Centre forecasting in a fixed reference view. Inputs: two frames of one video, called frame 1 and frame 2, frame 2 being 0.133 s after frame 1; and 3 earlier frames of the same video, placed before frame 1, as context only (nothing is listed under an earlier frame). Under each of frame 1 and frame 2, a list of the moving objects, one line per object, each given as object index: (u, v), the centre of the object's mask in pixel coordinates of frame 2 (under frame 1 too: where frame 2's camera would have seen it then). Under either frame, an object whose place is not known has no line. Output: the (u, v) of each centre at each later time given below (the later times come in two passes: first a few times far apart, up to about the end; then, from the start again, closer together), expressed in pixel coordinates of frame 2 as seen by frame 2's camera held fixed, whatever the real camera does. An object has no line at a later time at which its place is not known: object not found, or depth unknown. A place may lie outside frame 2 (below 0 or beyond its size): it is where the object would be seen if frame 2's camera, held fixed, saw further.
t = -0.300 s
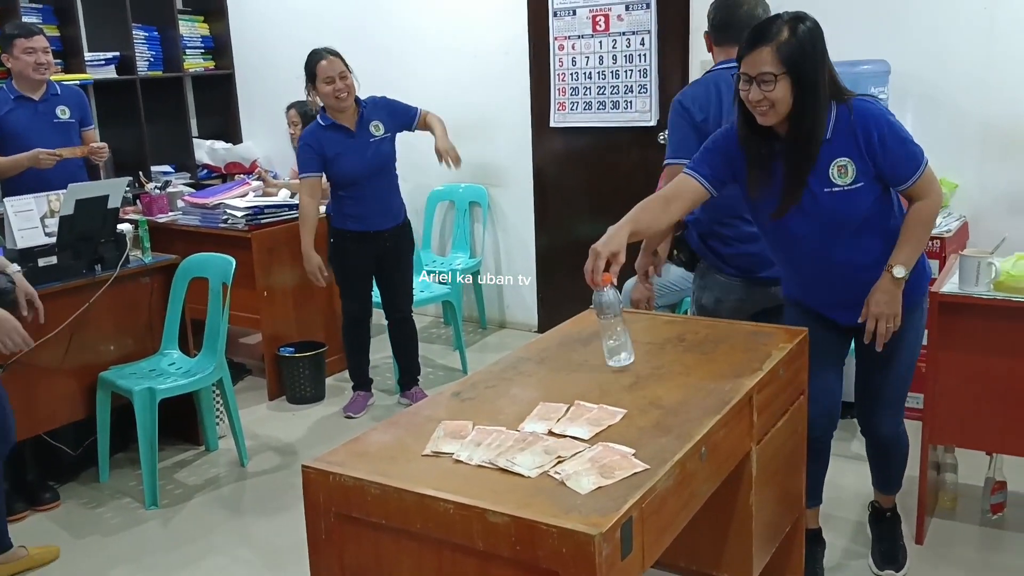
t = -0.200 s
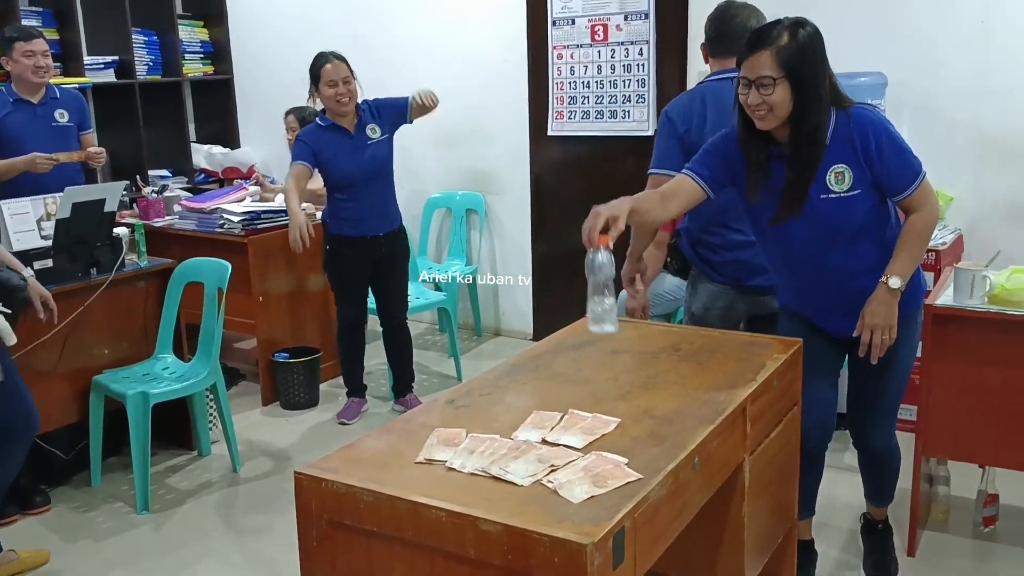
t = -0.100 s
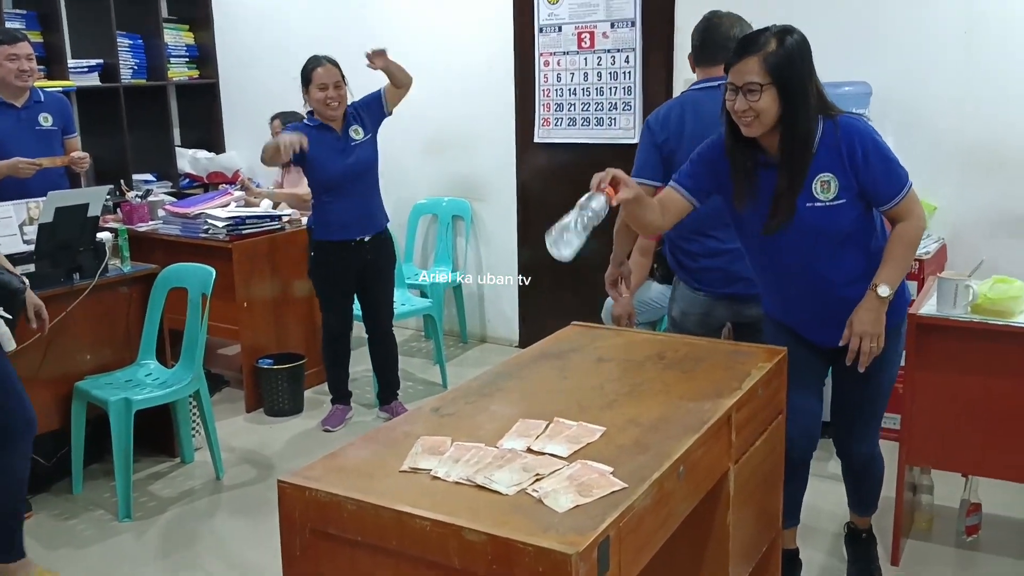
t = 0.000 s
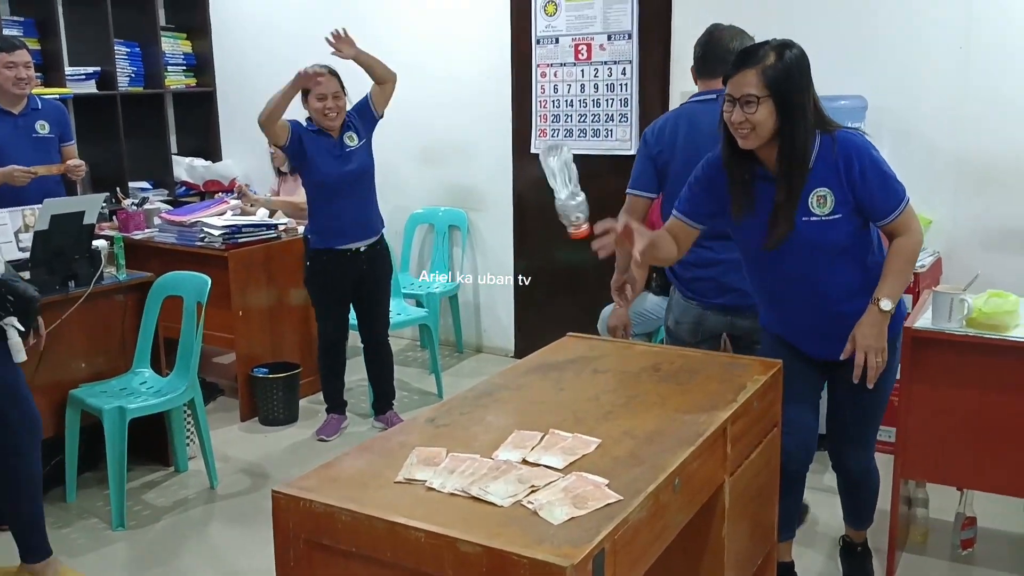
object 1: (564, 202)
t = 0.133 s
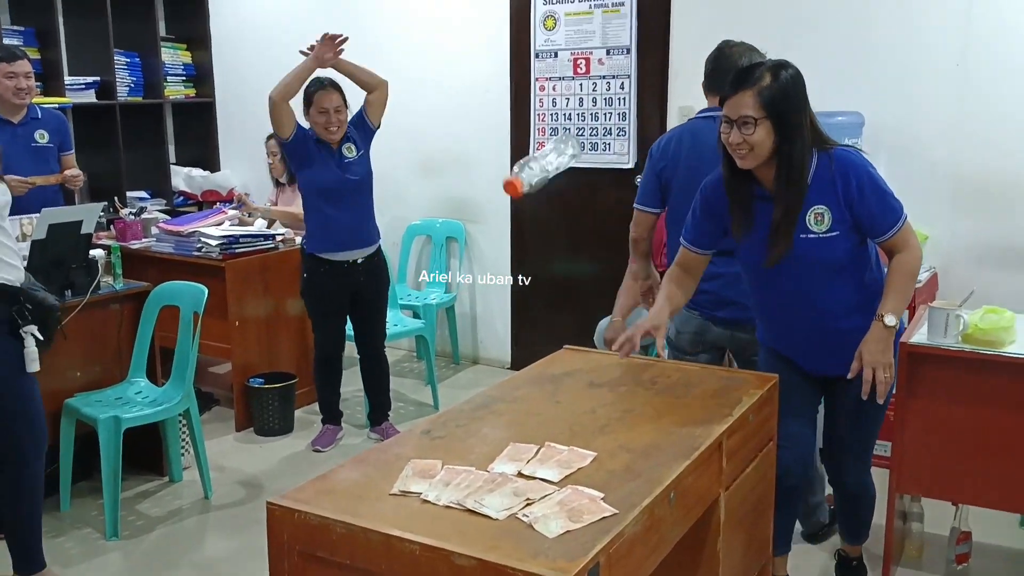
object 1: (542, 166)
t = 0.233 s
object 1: (541, 194)
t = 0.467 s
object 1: (535, 394)
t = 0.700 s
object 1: (565, 418)
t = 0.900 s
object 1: (566, 420)
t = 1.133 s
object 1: (567, 420)
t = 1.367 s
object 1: (567, 420)
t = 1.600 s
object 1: (566, 420)
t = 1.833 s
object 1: (564, 419)
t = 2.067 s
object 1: (560, 417)
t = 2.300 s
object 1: (562, 418)
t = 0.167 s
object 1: (542, 168)
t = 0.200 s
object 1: (542, 178)
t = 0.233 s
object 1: (541, 194)
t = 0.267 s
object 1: (539, 217)
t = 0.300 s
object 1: (538, 244)
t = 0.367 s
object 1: (534, 315)
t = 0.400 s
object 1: (533, 357)
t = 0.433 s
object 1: (532, 397)
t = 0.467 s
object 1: (535, 394)
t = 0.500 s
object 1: (538, 395)
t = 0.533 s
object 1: (543, 395)
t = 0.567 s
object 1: (547, 397)
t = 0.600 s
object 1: (552, 401)
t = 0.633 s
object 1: (558, 406)
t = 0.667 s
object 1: (562, 415)
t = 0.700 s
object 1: (565, 418)
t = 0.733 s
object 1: (565, 419)
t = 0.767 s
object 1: (565, 419)
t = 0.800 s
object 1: (566, 420)
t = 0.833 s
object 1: (566, 420)
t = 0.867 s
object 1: (566, 420)
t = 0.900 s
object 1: (566, 420)
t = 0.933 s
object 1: (567, 420)
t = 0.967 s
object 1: (567, 420)
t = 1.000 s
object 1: (566, 420)
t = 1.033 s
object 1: (567, 420)
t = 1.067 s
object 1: (567, 420)
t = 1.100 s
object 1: (567, 420)
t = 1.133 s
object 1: (567, 420)
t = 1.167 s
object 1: (567, 420)
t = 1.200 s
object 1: (567, 420)
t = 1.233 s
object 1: (567, 420)
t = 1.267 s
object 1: (567, 420)
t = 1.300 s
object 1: (567, 420)
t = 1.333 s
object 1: (567, 420)
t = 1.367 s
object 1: (567, 420)
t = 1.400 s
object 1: (567, 420)
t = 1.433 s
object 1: (567, 420)
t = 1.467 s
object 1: (567, 420)
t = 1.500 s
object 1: (567, 420)
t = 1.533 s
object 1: (566, 420)
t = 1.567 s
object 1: (566, 420)
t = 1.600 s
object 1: (566, 420)
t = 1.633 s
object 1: (566, 420)
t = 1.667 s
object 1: (566, 420)
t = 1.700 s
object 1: (565, 419)
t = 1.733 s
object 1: (565, 419)
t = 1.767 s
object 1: (565, 419)
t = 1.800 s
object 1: (564, 419)
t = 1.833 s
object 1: (564, 419)
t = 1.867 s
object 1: (563, 418)
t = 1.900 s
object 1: (563, 418)
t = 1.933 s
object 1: (562, 418)
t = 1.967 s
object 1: (562, 418)
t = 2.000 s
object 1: (561, 417)
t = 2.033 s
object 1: (560, 417)
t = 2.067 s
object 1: (560, 417)
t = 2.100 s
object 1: (560, 417)
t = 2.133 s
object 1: (560, 417)
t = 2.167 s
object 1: (560, 417)
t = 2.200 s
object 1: (560, 417)
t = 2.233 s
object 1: (561, 417)
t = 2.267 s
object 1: (561, 418)
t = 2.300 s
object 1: (562, 418)
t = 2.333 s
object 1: (562, 418)
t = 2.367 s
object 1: (563, 418)
